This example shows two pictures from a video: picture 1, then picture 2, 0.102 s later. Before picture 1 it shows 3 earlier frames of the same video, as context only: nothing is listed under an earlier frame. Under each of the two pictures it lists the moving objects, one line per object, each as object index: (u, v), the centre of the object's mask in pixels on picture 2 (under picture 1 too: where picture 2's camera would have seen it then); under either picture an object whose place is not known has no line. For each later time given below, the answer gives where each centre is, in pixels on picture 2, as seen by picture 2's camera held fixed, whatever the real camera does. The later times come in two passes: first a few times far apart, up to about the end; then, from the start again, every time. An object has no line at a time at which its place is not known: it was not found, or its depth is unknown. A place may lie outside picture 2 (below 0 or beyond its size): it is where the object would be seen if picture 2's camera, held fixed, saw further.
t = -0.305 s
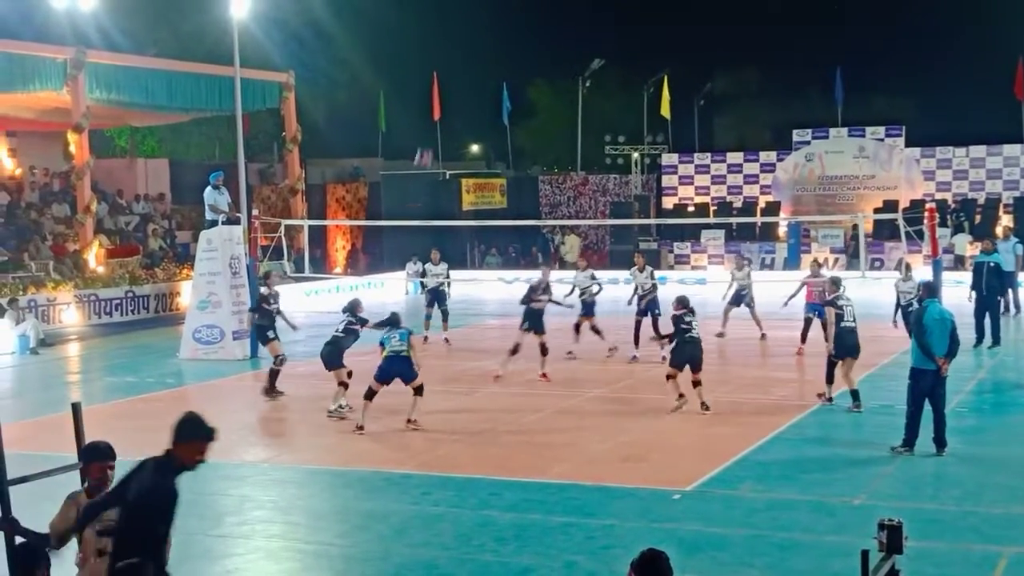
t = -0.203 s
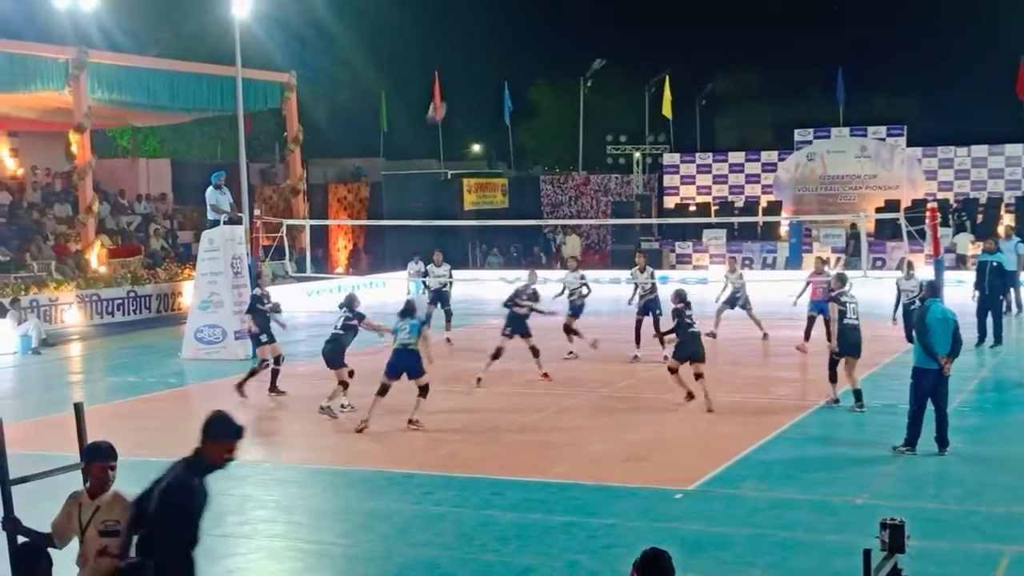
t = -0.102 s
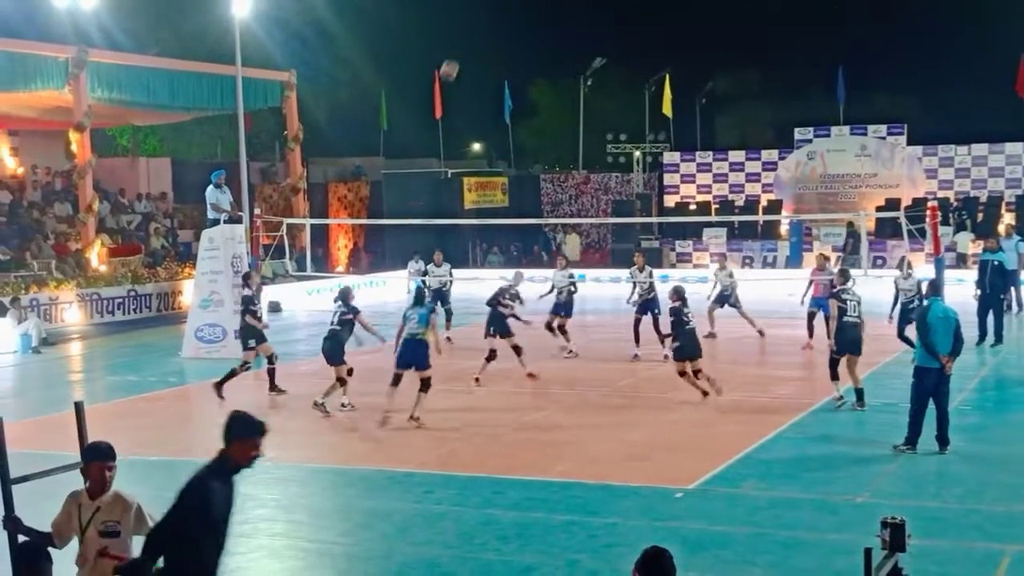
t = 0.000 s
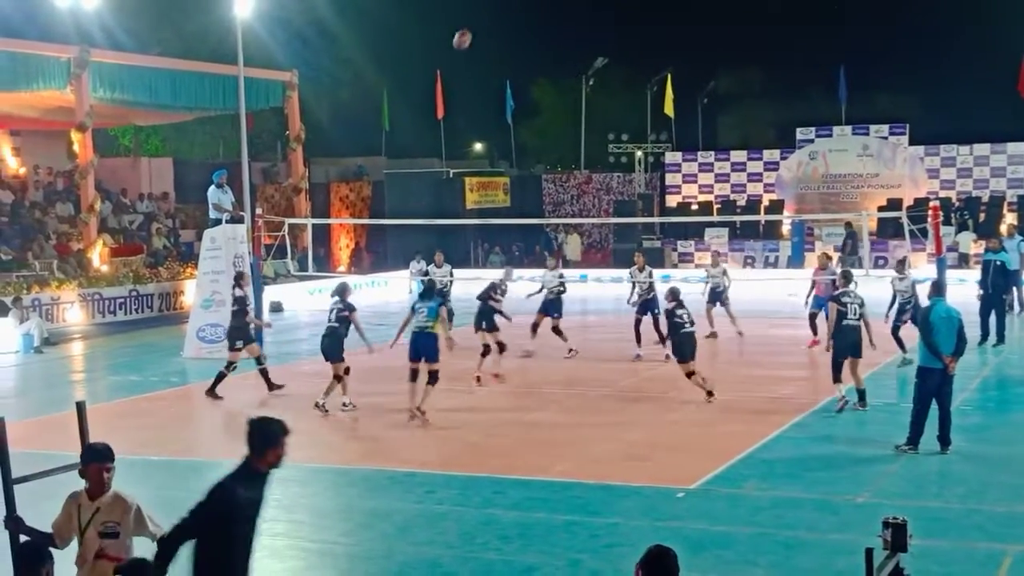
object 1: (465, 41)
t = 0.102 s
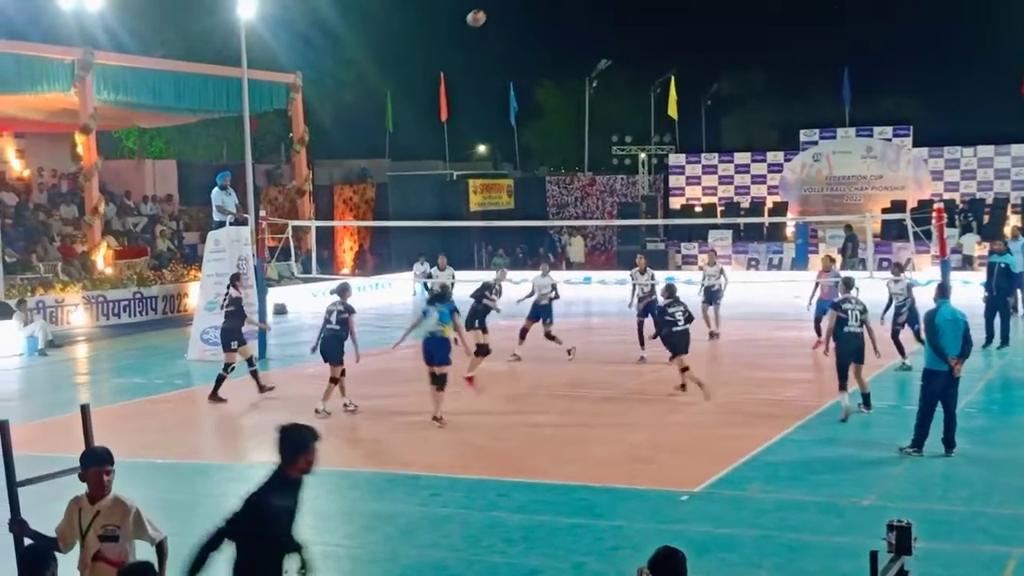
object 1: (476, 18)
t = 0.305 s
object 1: (498, -3)
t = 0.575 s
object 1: (527, 9)
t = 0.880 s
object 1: (558, 86)
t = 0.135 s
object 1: (480, 12)
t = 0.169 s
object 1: (484, 6)
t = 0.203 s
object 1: (487, 2)
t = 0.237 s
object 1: (490, 0)
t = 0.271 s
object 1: (494, -1)
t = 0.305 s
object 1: (498, -3)
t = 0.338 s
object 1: (502, -4)
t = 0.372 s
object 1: (505, -6)
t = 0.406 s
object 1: (509, -6)
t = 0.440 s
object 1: (513, -5)
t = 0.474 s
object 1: (516, -3)
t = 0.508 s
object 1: (519, 0)
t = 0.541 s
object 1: (523, 4)
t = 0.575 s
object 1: (527, 9)
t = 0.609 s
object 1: (530, 14)
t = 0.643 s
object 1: (533, 21)
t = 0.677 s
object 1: (537, 28)
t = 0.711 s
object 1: (540, 36)
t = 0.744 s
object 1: (544, 44)
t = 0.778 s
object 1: (547, 53)
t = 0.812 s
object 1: (551, 63)
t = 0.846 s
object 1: (554, 74)
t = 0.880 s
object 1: (558, 86)
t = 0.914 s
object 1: (562, 98)
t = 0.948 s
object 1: (565, 110)
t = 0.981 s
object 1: (569, 124)
